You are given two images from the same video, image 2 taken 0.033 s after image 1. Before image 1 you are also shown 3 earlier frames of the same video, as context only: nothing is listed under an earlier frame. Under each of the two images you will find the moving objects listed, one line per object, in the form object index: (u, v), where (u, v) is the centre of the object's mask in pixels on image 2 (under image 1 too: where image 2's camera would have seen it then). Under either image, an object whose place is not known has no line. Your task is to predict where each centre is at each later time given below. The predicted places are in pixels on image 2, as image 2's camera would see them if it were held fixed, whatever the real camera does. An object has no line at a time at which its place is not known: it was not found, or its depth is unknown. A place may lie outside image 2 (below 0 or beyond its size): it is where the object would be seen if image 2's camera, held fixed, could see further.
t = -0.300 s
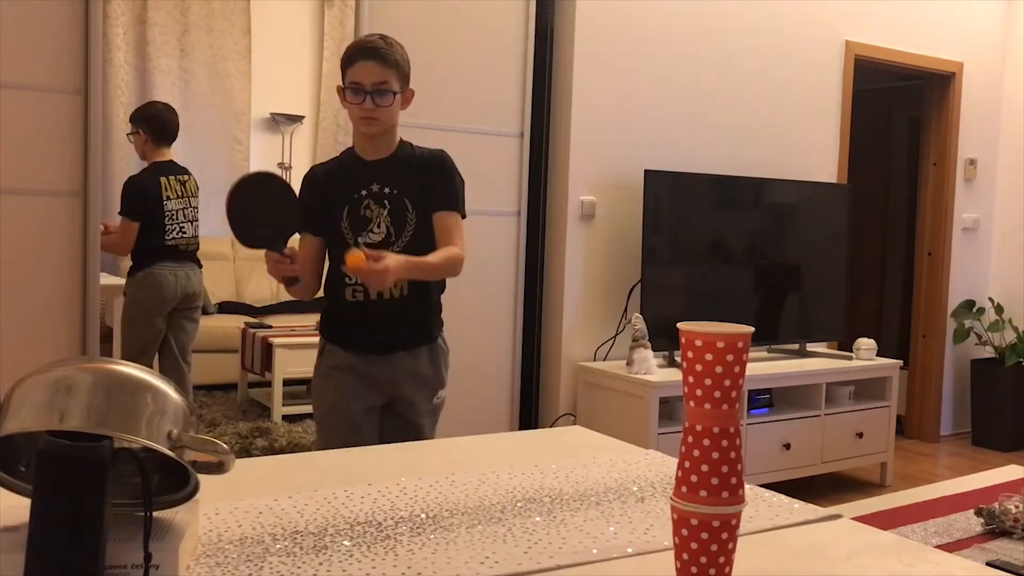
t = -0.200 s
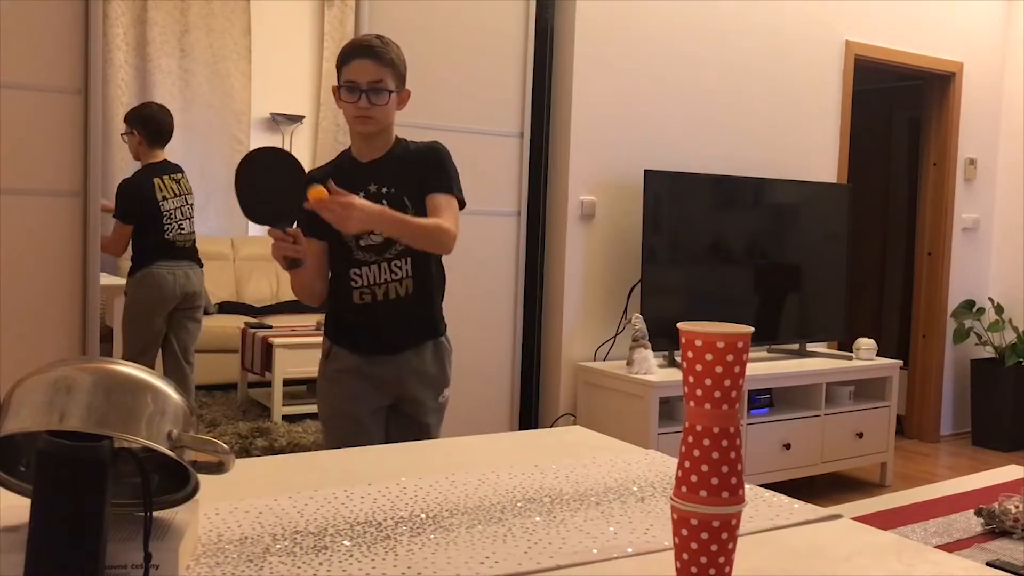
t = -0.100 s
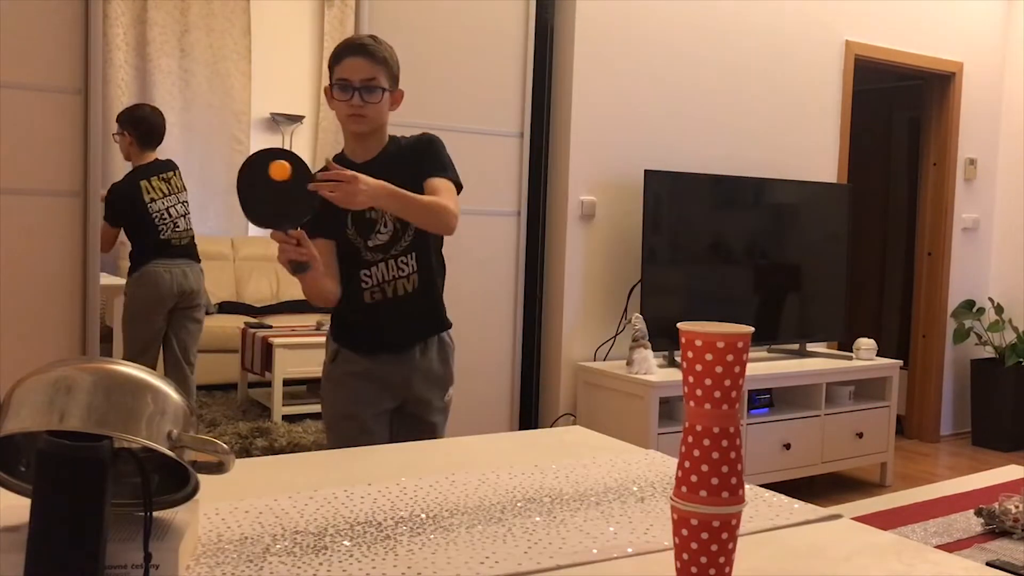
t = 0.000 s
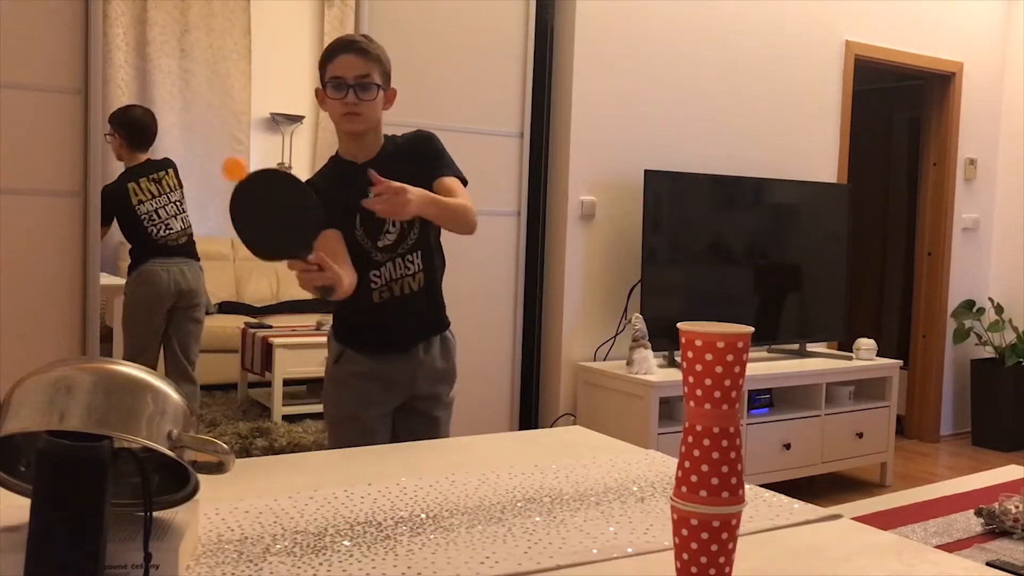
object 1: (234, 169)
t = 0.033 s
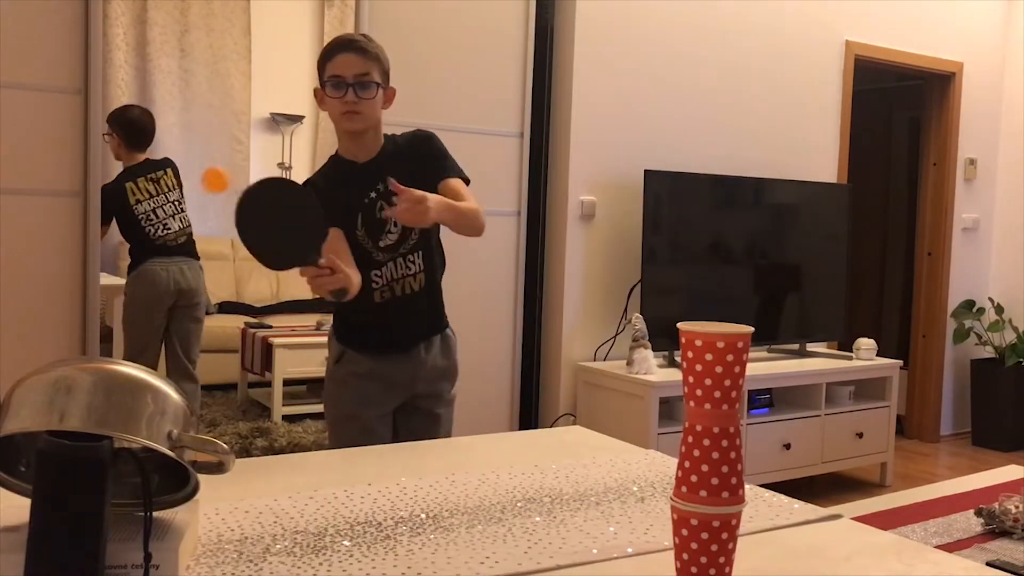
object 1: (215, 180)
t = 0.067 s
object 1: (192, 200)
